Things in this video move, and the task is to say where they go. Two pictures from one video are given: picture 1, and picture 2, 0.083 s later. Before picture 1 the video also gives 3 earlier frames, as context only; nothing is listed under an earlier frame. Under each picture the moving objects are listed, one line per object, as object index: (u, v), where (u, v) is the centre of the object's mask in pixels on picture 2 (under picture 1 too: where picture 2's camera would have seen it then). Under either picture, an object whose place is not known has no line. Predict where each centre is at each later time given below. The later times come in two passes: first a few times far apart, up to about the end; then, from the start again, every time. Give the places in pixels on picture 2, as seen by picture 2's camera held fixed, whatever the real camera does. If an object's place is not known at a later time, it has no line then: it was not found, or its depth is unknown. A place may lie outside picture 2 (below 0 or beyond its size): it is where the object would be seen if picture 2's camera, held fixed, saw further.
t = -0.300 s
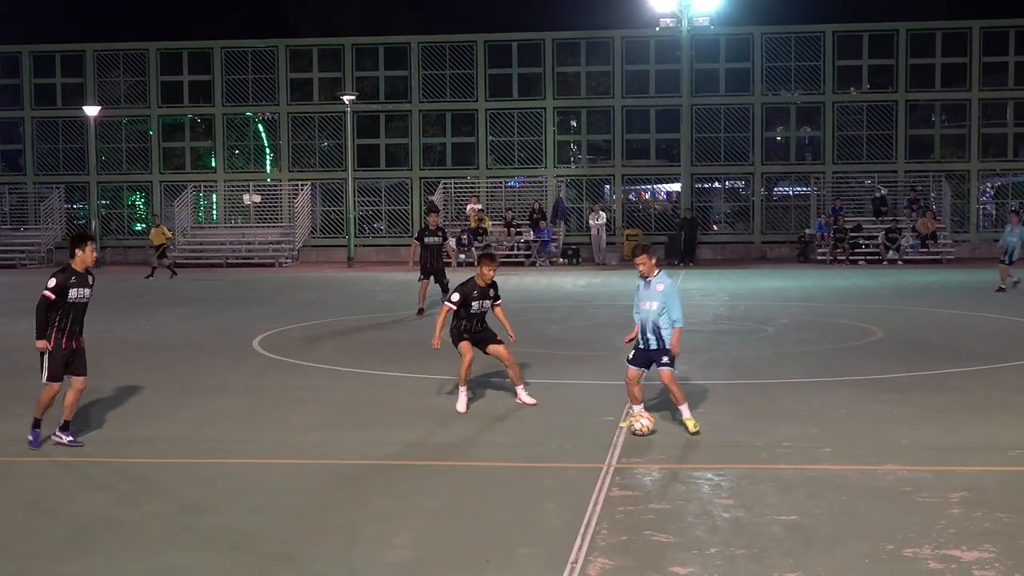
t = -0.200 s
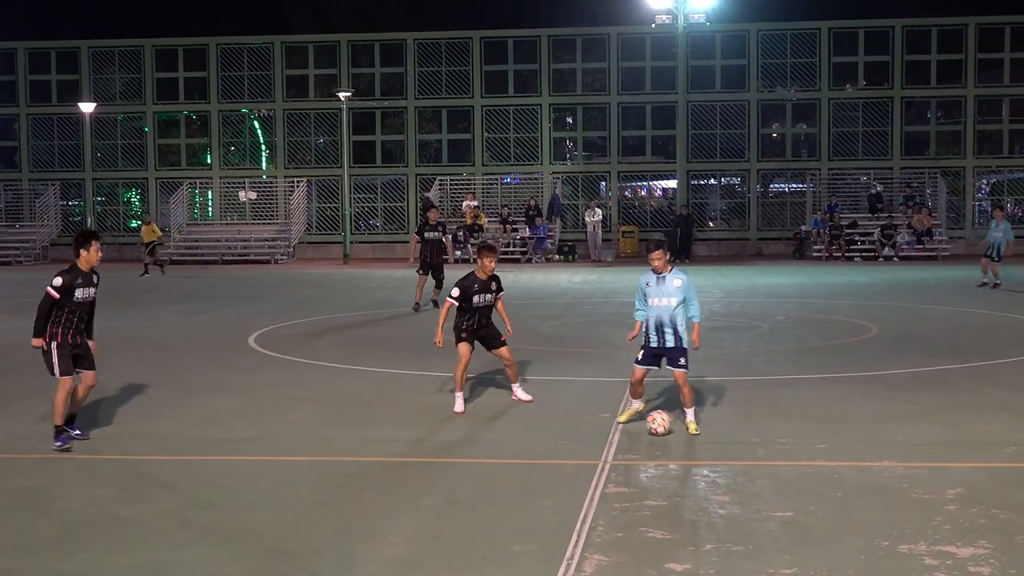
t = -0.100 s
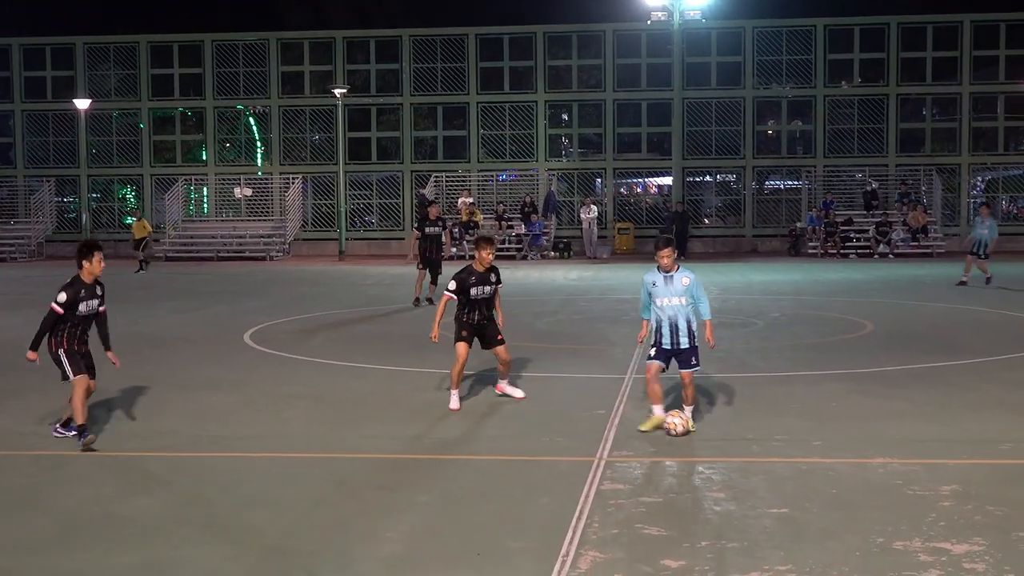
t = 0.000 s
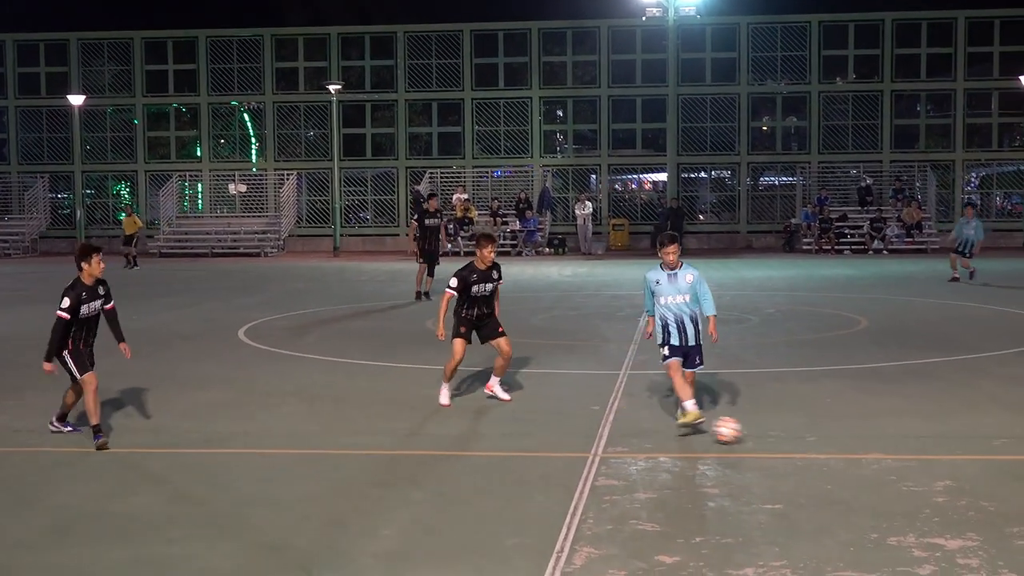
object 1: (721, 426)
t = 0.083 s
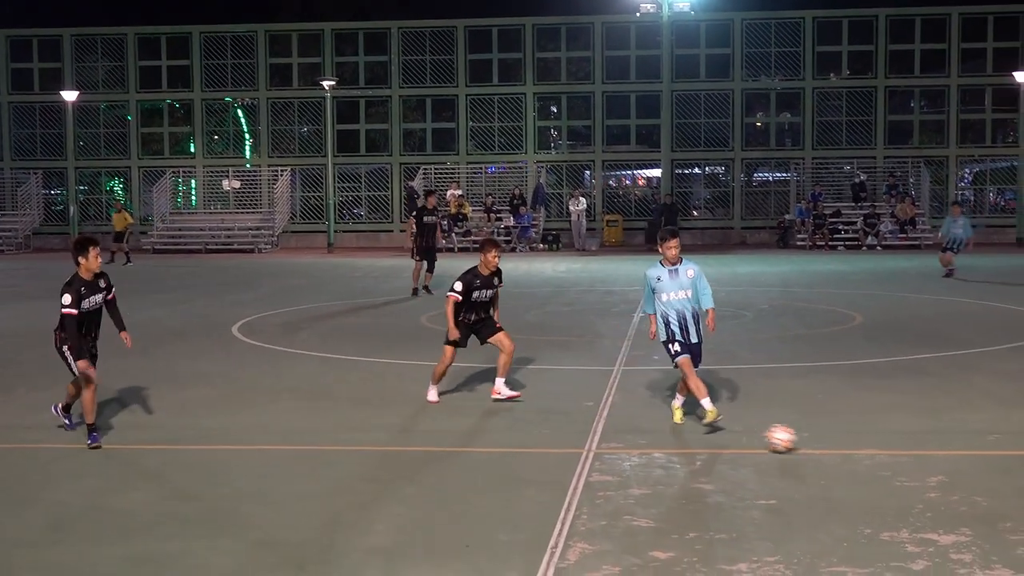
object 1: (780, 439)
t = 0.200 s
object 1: (868, 458)
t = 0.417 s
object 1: (1030, 493)
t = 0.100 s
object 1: (793, 440)
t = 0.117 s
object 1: (805, 443)
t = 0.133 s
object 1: (816, 445)
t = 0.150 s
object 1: (829, 448)
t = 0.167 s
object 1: (842, 452)
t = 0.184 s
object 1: (855, 455)
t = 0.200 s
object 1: (868, 458)
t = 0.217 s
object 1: (880, 460)
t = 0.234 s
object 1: (892, 462)
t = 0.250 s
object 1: (904, 465)
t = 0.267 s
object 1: (917, 468)
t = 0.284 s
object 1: (929, 471)
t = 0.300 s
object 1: (941, 473)
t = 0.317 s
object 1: (954, 475)
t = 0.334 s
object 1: (967, 478)
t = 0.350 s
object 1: (979, 481)
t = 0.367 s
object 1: (992, 484)
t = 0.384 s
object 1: (1005, 488)
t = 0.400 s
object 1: (1018, 491)
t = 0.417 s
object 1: (1030, 493)
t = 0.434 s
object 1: (1043, 496)
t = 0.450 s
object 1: (1055, 499)
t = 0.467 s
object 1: (1068, 502)
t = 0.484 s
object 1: (1080, 507)
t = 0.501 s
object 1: (1093, 510)
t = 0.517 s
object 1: (1108, 513)
